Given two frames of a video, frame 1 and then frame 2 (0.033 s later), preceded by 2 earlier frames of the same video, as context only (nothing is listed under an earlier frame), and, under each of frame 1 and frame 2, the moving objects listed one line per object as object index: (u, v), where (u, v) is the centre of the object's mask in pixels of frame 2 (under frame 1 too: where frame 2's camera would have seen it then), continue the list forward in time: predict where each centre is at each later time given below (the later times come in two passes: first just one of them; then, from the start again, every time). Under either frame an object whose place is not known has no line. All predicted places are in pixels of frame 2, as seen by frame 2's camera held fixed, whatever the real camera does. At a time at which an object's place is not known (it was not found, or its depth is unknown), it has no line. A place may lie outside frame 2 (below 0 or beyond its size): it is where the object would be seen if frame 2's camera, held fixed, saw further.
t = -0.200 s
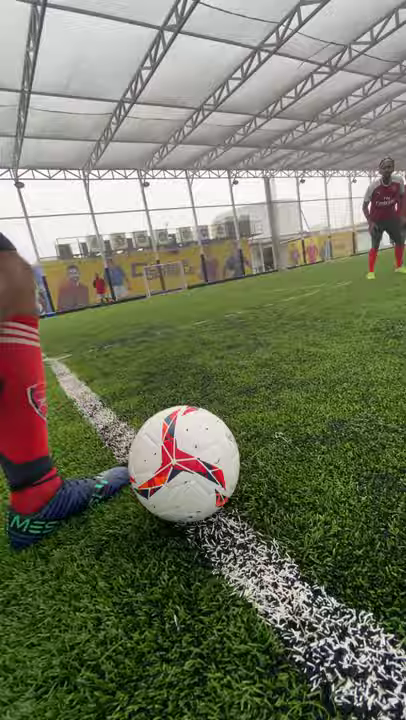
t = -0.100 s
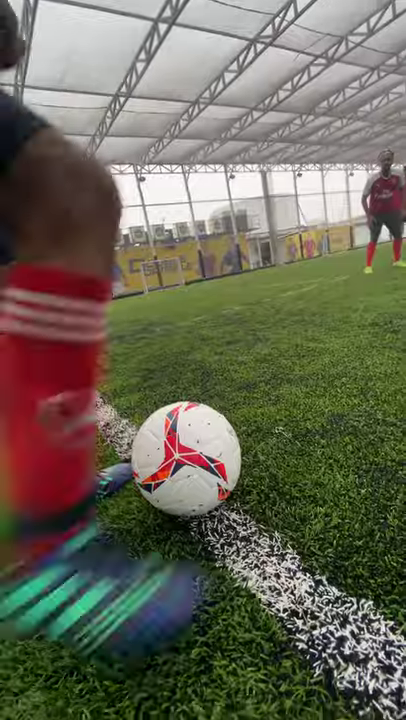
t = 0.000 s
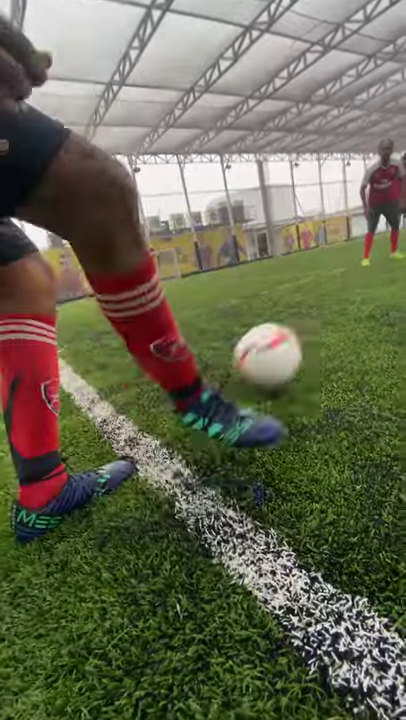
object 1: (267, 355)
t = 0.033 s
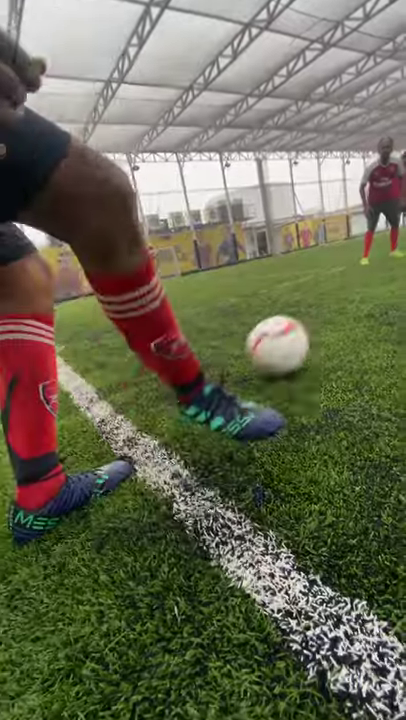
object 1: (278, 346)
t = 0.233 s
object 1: (327, 293)
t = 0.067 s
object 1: (293, 332)
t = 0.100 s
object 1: (300, 324)
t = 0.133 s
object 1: (308, 311)
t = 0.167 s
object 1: (316, 302)
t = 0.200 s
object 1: (322, 297)
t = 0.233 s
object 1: (327, 293)
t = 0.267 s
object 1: (331, 290)
